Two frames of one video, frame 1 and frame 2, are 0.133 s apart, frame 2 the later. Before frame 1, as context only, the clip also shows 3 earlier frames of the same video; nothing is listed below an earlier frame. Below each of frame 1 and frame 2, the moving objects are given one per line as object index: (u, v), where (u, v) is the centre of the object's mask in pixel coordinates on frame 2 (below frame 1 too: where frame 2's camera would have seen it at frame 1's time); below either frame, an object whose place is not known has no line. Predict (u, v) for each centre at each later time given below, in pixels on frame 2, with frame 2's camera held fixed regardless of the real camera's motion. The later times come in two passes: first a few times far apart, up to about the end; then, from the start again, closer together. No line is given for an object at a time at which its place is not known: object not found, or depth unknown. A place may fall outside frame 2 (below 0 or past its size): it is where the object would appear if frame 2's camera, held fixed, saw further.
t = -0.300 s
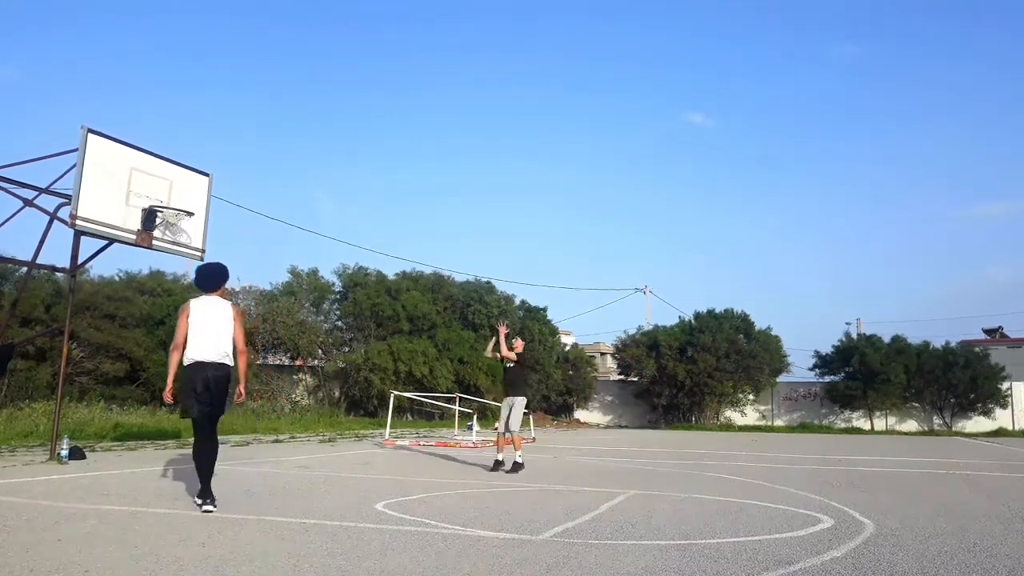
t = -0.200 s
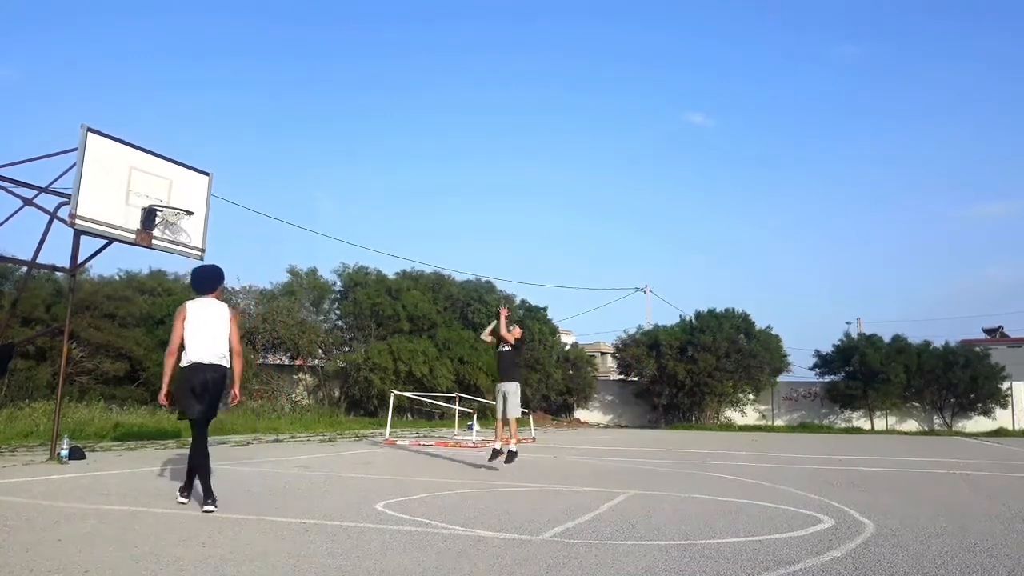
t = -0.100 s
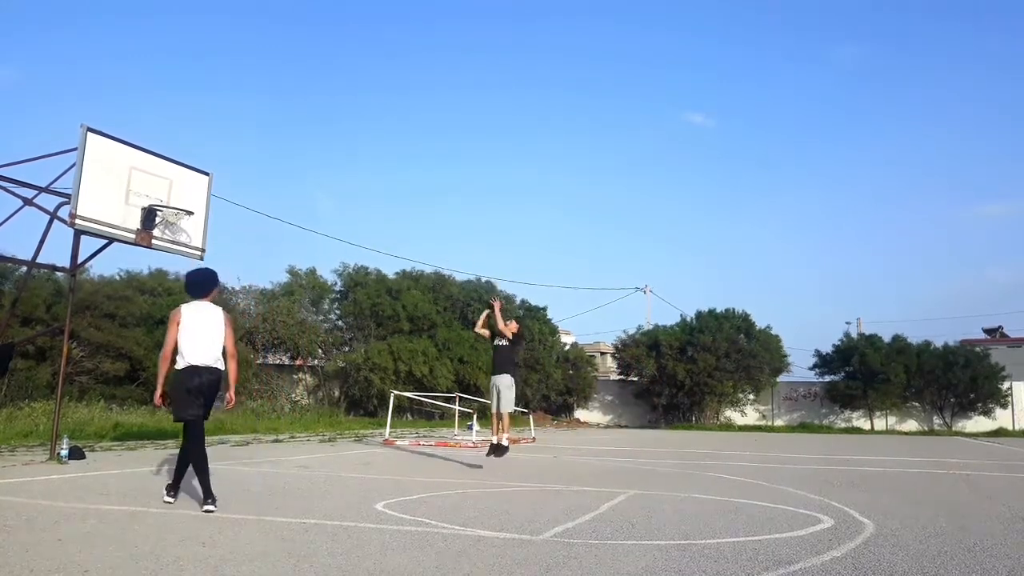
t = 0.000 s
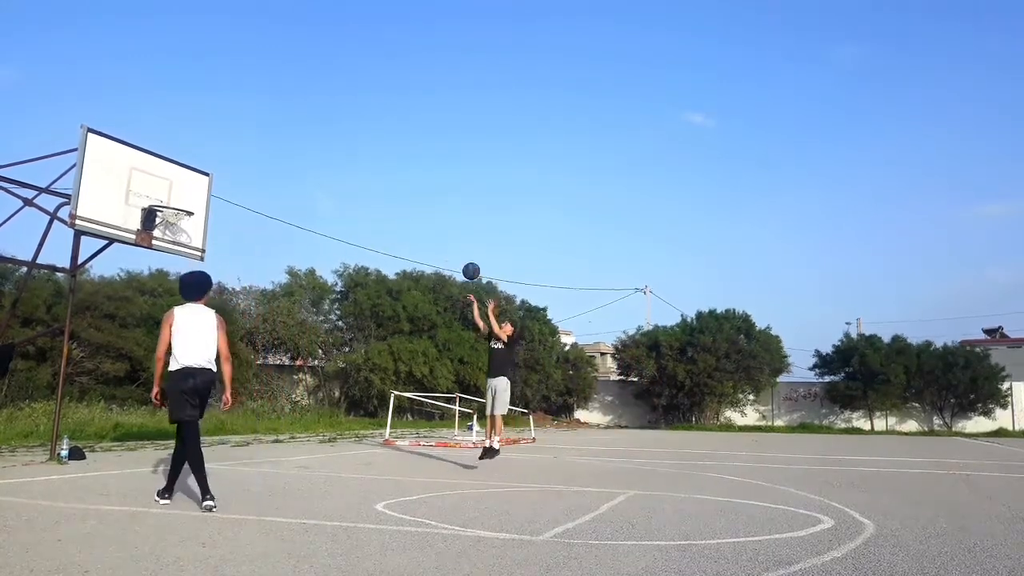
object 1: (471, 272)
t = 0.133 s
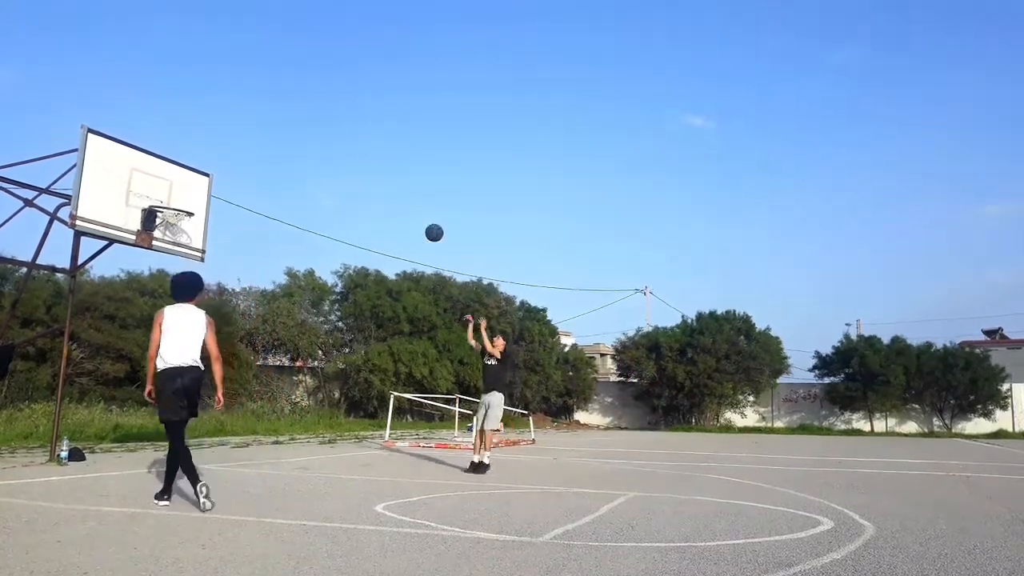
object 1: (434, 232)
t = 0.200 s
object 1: (415, 218)
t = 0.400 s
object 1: (355, 190)
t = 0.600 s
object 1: (291, 192)
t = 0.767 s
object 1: (231, 217)
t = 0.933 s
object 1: (166, 269)
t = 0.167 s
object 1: (424, 225)
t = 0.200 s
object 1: (415, 218)
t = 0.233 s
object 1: (405, 211)
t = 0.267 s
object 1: (395, 205)
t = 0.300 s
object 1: (386, 201)
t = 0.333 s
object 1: (375, 196)
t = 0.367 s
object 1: (365, 193)
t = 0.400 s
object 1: (355, 190)
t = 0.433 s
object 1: (345, 188)
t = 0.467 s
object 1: (334, 187)
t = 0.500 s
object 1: (324, 187)
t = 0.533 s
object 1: (313, 188)
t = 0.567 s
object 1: (301, 189)
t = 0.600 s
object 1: (291, 192)
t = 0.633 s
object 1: (279, 195)
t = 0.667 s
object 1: (267, 199)
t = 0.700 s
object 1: (256, 204)
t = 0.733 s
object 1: (243, 210)
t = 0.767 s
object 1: (231, 217)
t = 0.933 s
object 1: (166, 269)
